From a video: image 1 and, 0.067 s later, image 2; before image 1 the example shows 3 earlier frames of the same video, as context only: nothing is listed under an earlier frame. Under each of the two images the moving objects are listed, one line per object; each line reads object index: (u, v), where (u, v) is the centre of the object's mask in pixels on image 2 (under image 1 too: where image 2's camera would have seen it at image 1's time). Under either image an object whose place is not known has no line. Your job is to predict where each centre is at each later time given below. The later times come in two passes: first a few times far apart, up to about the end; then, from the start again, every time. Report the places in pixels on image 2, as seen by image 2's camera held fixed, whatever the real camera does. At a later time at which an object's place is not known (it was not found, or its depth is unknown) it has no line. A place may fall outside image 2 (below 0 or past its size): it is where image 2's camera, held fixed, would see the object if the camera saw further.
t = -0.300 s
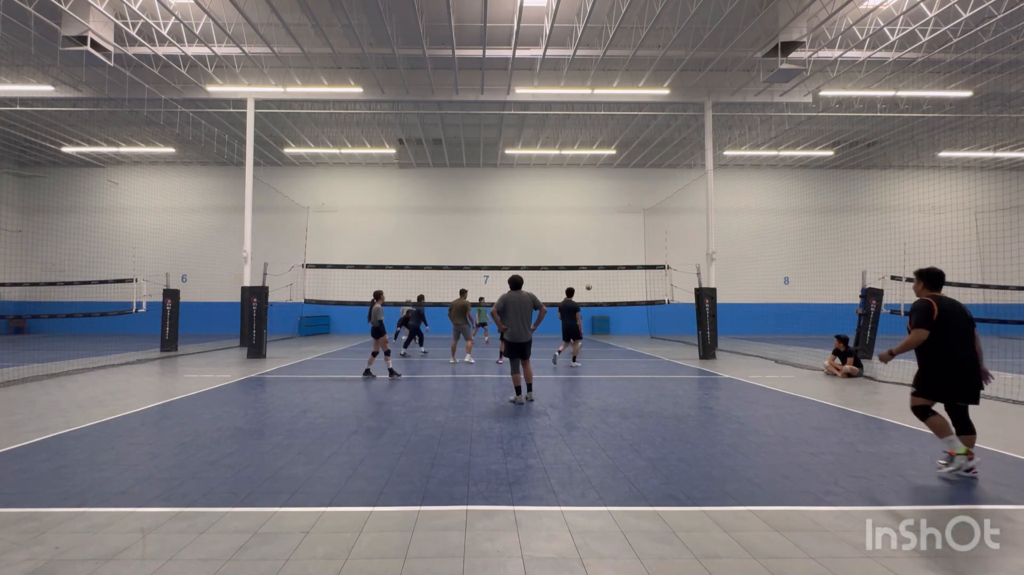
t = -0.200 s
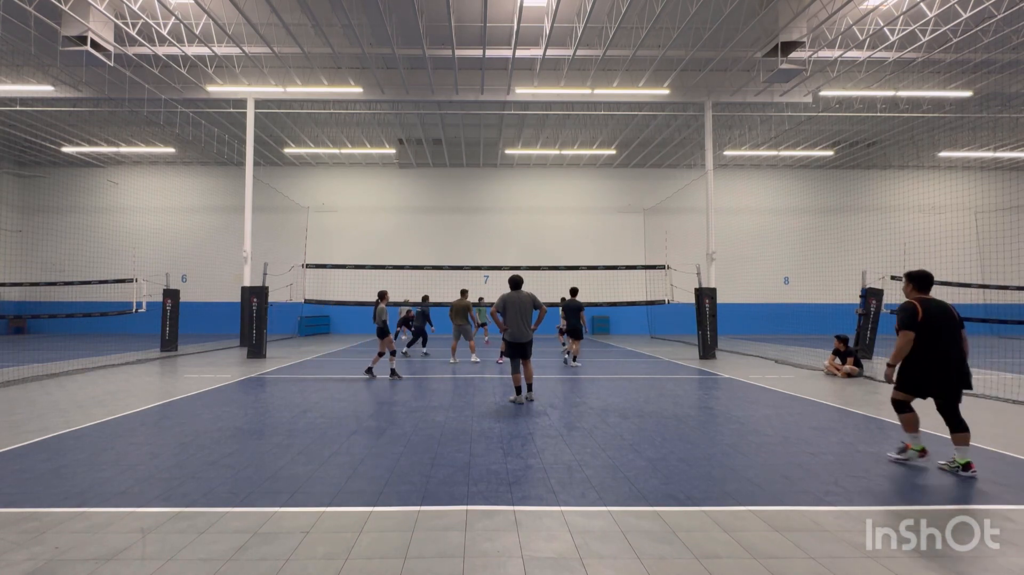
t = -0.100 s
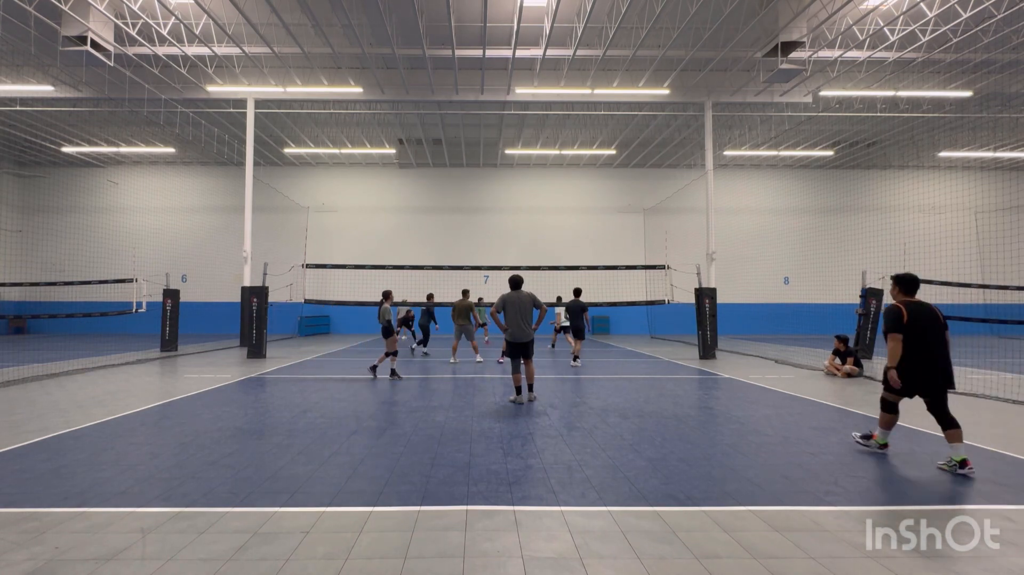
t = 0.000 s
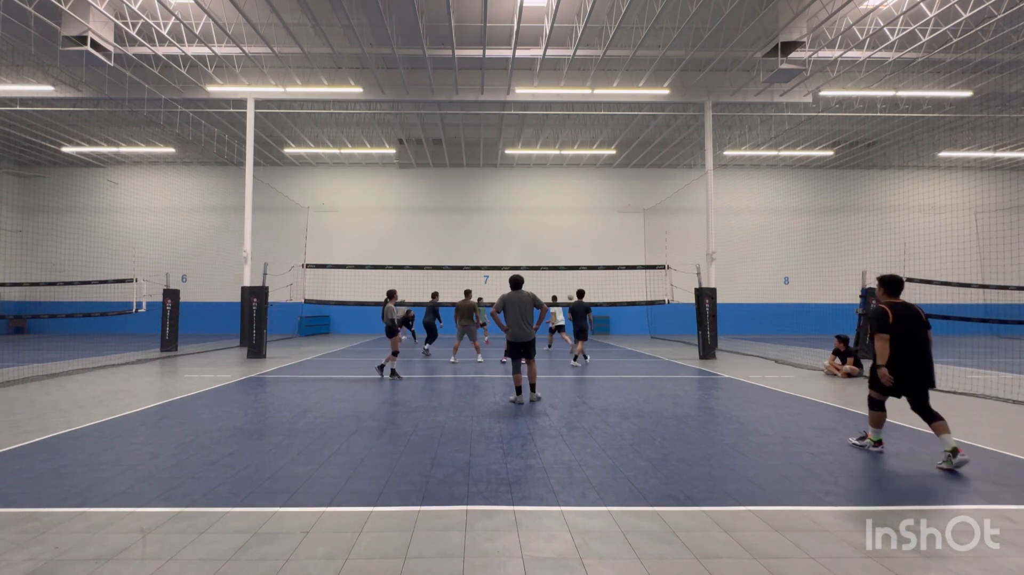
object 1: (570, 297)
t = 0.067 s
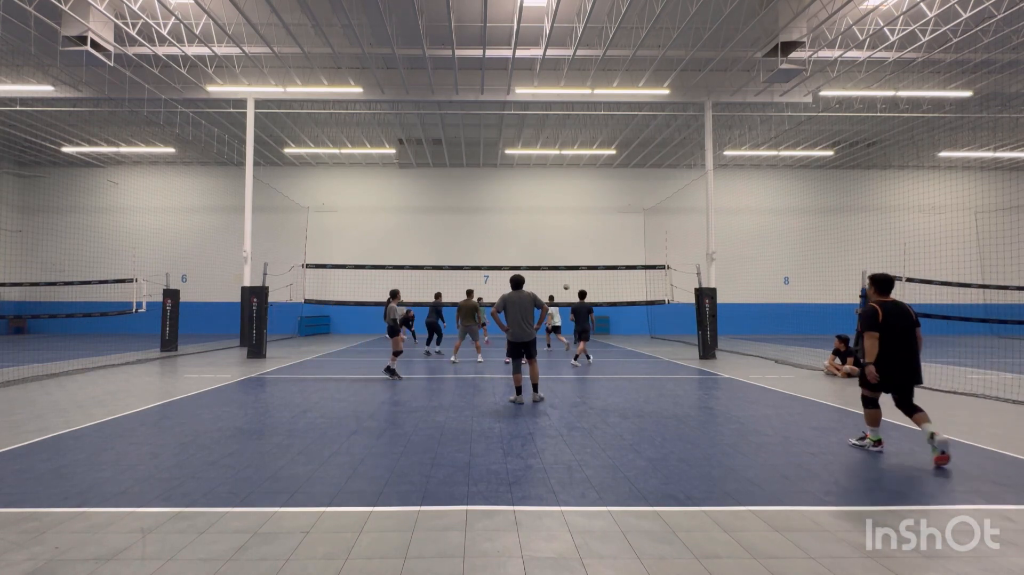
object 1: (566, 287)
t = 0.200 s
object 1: (557, 271)
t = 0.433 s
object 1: (541, 251)
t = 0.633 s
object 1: (526, 245)
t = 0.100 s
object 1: (564, 282)
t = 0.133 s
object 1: (562, 278)
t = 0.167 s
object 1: (559, 273)
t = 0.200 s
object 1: (557, 271)
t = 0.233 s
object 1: (555, 264)
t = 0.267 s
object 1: (554, 264)
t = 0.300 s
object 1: (551, 261)
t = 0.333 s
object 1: (549, 258)
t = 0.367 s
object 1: (546, 255)
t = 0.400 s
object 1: (544, 253)
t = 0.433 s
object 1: (541, 251)
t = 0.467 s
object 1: (539, 249)
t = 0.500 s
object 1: (536, 247)
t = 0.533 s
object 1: (534, 246)
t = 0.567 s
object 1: (531, 246)
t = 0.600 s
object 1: (528, 245)
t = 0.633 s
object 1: (526, 245)
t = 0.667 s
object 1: (523, 245)
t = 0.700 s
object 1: (520, 245)
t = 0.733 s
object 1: (517, 246)
